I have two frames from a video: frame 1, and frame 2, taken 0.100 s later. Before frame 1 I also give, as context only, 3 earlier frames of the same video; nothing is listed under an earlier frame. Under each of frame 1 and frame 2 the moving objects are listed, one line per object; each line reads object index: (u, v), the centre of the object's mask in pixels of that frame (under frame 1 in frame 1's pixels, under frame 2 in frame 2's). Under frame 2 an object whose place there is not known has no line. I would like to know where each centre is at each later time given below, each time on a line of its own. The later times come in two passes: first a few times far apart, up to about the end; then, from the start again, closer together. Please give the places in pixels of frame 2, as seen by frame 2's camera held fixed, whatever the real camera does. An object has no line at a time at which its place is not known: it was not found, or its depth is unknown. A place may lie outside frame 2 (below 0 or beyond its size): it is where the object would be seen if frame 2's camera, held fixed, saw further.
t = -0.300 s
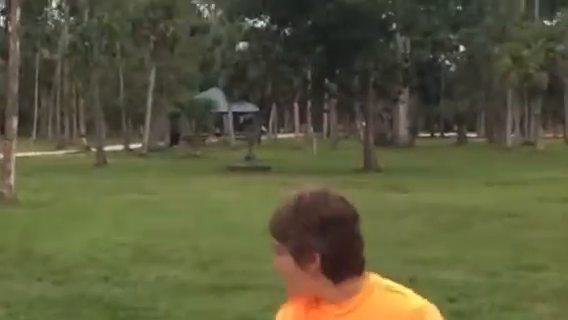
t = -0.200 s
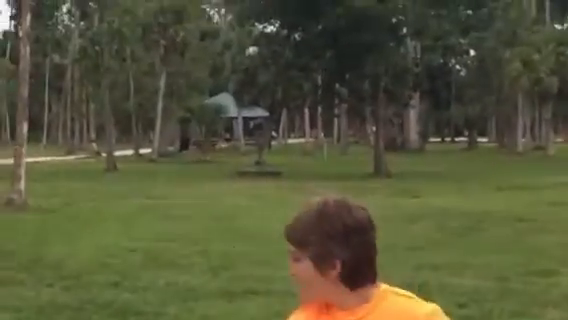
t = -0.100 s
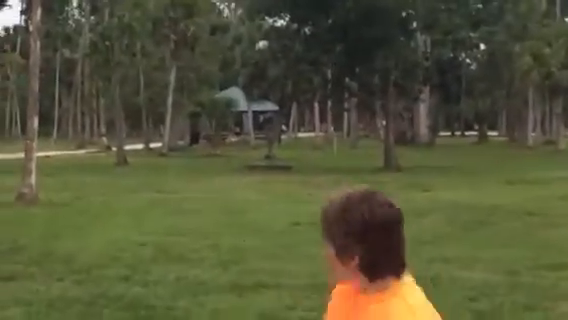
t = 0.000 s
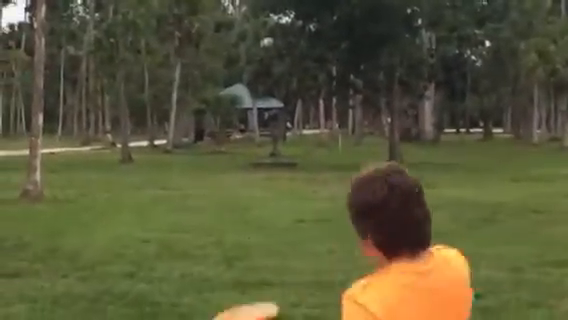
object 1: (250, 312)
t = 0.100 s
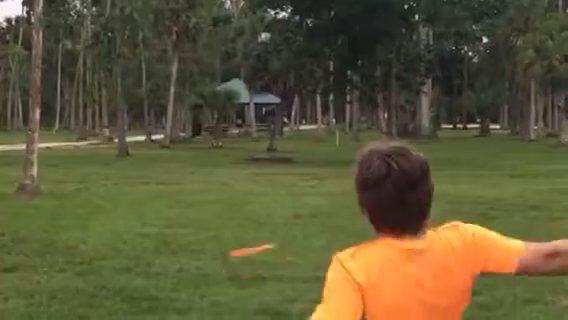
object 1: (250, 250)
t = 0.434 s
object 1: (251, 207)
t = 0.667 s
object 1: (243, 202)
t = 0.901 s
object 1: (229, 205)
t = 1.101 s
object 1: (213, 209)
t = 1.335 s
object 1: (196, 211)
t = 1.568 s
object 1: (192, 200)
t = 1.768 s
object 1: (191, 199)
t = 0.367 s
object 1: (253, 210)
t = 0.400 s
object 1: (253, 208)
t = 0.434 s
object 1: (251, 207)
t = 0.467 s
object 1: (250, 206)
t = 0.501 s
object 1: (249, 205)
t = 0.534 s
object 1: (248, 204)
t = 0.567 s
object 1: (246, 203)
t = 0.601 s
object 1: (245, 203)
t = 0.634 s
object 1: (244, 203)
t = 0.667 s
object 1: (243, 202)
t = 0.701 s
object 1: (240, 203)
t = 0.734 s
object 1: (237, 203)
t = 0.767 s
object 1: (236, 203)
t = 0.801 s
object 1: (234, 204)
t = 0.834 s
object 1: (233, 204)
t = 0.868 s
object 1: (230, 204)
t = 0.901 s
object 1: (229, 205)
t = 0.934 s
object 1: (226, 205)
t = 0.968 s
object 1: (225, 205)
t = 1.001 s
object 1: (222, 207)
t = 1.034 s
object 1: (218, 208)
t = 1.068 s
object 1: (216, 208)
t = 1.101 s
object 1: (213, 209)
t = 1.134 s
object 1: (209, 211)
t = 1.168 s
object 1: (209, 211)
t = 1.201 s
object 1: (209, 211)
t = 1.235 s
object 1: (204, 213)
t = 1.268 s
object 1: (204, 213)
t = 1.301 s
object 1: (204, 213)
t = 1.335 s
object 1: (196, 211)
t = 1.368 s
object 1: (195, 209)
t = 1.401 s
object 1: (195, 207)
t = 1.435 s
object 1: (194, 204)
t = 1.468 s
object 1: (193, 203)
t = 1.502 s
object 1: (193, 201)
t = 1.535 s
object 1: (193, 201)
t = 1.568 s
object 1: (192, 200)
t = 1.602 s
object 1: (192, 200)
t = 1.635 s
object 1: (193, 200)
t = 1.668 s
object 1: (193, 200)
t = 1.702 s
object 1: (193, 200)
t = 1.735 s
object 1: (193, 200)
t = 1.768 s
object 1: (191, 199)
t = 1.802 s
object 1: (191, 199)
